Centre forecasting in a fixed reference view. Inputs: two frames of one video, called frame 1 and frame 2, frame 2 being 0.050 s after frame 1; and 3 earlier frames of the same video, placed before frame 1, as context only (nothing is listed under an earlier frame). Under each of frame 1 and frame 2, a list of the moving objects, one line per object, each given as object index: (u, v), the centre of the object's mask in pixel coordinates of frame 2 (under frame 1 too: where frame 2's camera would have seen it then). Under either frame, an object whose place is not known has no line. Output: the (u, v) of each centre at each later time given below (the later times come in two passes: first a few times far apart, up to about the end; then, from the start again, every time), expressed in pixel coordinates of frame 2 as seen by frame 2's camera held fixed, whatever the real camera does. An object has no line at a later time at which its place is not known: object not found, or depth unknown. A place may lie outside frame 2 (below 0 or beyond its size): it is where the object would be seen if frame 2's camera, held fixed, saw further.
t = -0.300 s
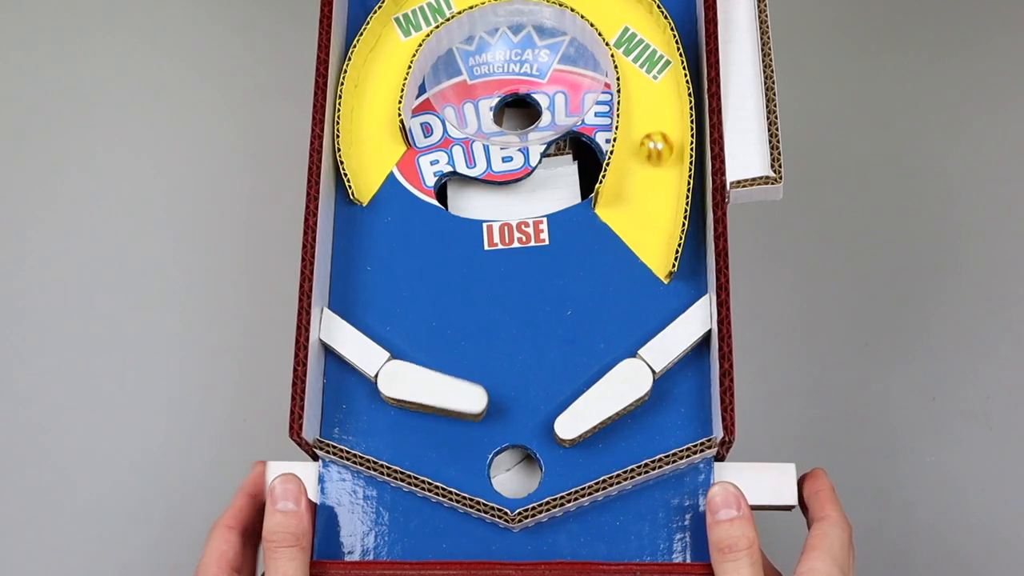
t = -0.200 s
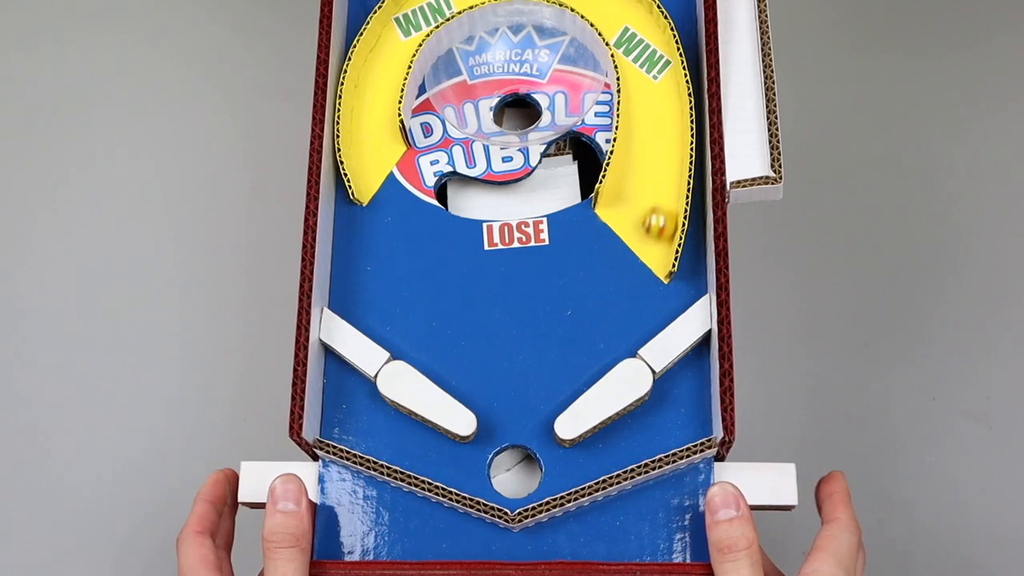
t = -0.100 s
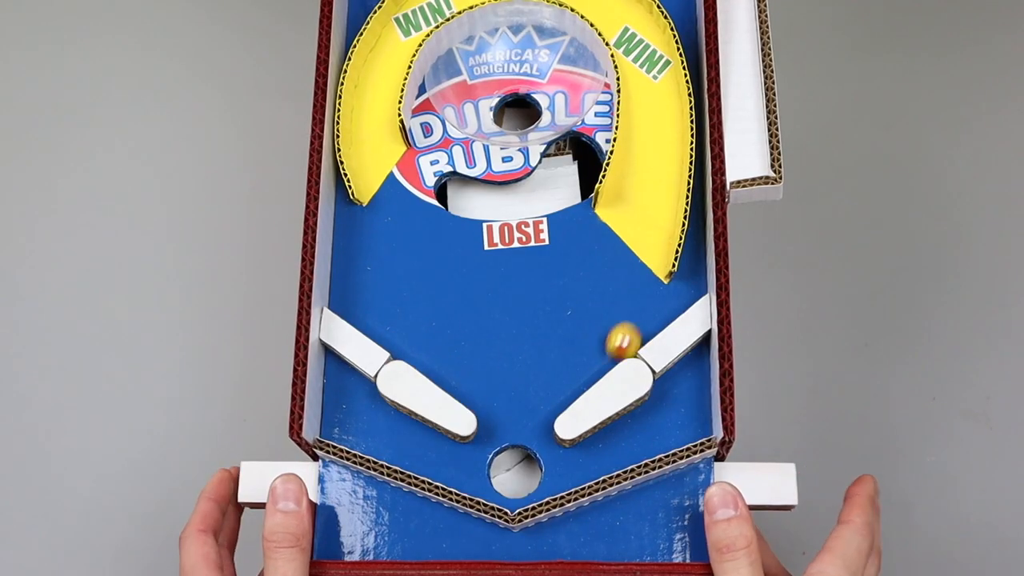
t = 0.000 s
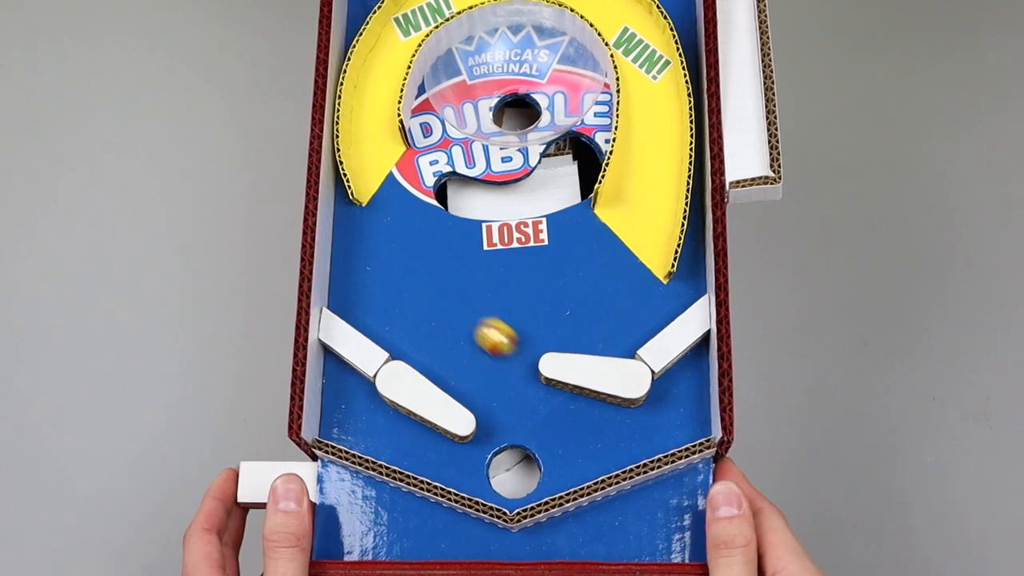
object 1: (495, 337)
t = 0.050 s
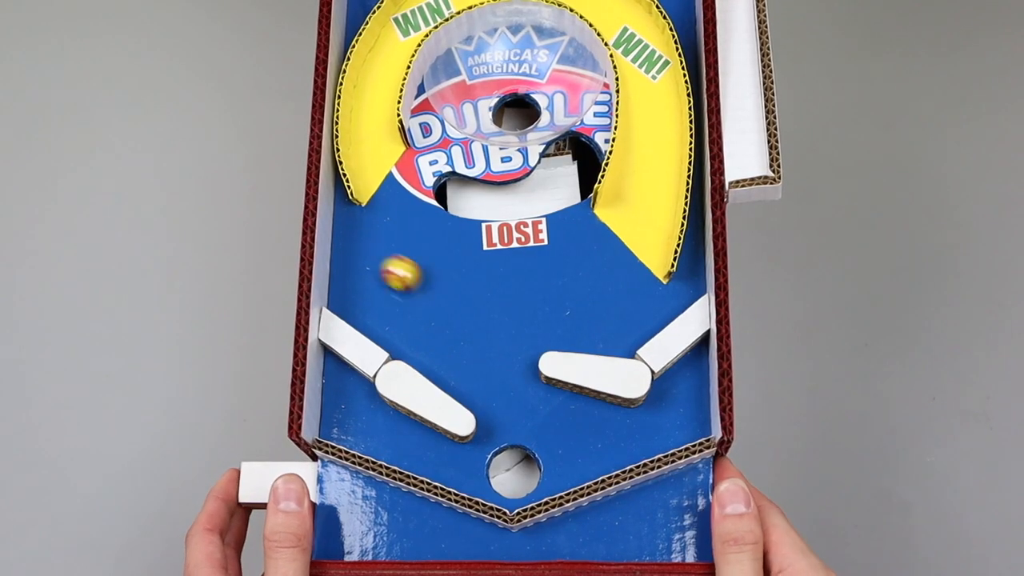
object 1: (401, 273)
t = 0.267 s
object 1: (416, 177)
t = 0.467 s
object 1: (489, 203)
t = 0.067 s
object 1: (371, 257)
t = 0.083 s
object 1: (344, 244)
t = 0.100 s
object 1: (350, 230)
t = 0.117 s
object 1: (360, 219)
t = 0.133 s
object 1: (372, 211)
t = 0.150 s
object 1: (380, 203)
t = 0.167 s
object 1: (386, 197)
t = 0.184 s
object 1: (392, 191)
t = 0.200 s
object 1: (397, 187)
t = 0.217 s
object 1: (402, 183)
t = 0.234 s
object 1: (406, 180)
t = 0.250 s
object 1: (411, 178)
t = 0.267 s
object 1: (416, 177)
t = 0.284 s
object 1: (421, 178)
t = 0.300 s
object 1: (426, 179)
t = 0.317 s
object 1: (431, 181)
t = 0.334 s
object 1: (435, 184)
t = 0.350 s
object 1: (441, 188)
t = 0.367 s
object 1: (448, 191)
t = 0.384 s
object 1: (456, 196)
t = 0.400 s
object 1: (466, 203)
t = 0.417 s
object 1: (476, 208)
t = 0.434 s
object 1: (480, 206)
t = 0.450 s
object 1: (485, 204)
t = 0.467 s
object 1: (489, 203)
